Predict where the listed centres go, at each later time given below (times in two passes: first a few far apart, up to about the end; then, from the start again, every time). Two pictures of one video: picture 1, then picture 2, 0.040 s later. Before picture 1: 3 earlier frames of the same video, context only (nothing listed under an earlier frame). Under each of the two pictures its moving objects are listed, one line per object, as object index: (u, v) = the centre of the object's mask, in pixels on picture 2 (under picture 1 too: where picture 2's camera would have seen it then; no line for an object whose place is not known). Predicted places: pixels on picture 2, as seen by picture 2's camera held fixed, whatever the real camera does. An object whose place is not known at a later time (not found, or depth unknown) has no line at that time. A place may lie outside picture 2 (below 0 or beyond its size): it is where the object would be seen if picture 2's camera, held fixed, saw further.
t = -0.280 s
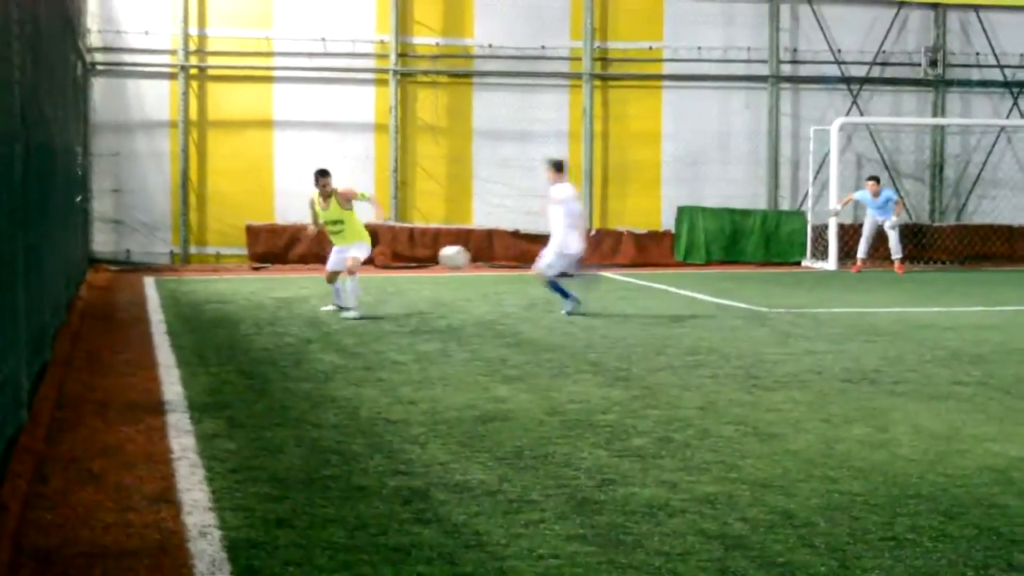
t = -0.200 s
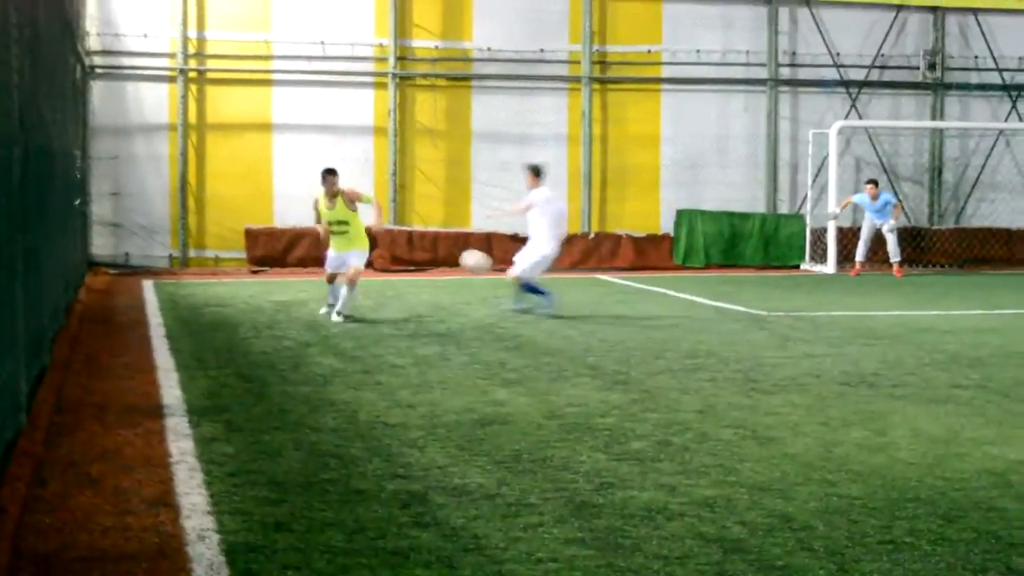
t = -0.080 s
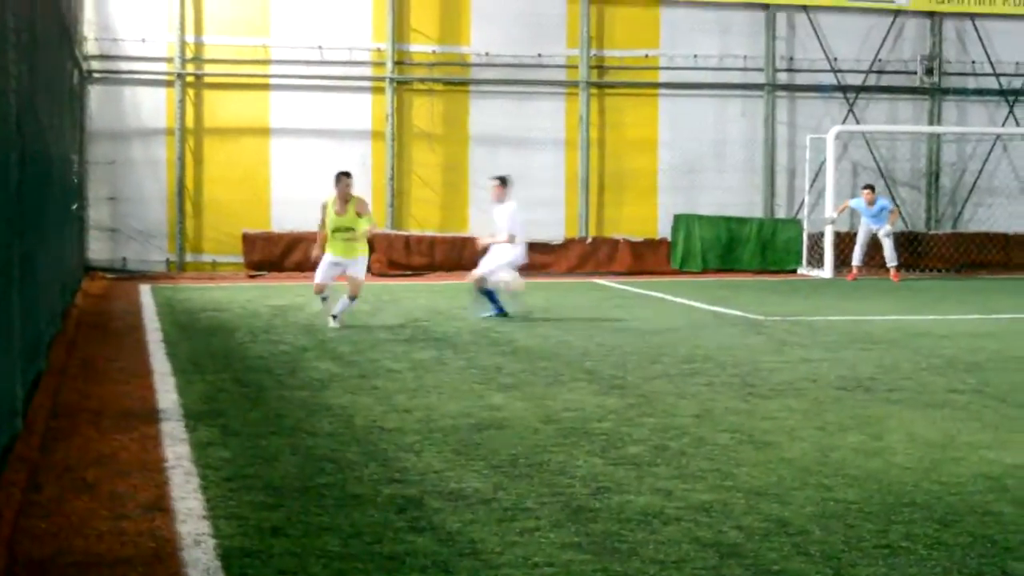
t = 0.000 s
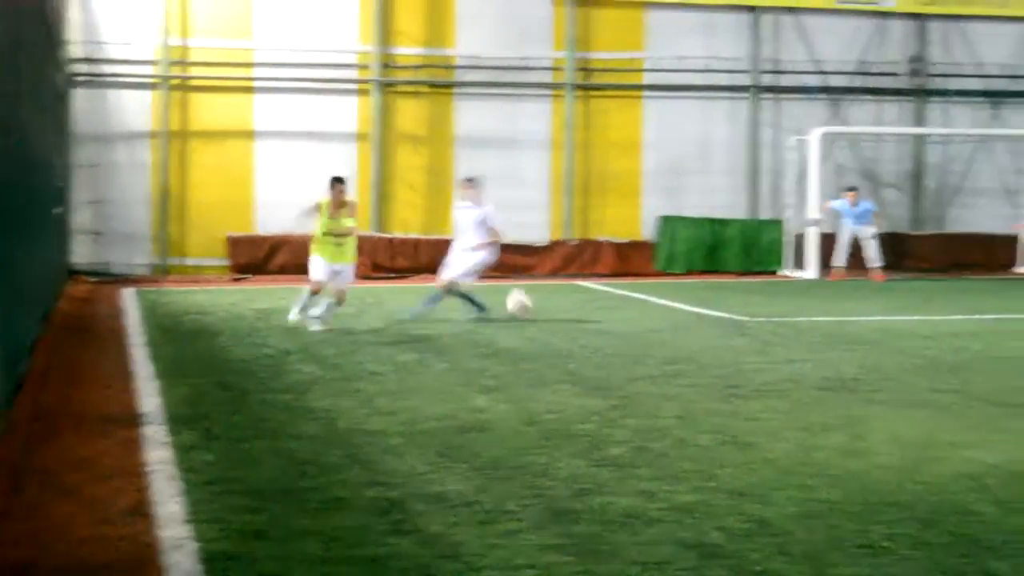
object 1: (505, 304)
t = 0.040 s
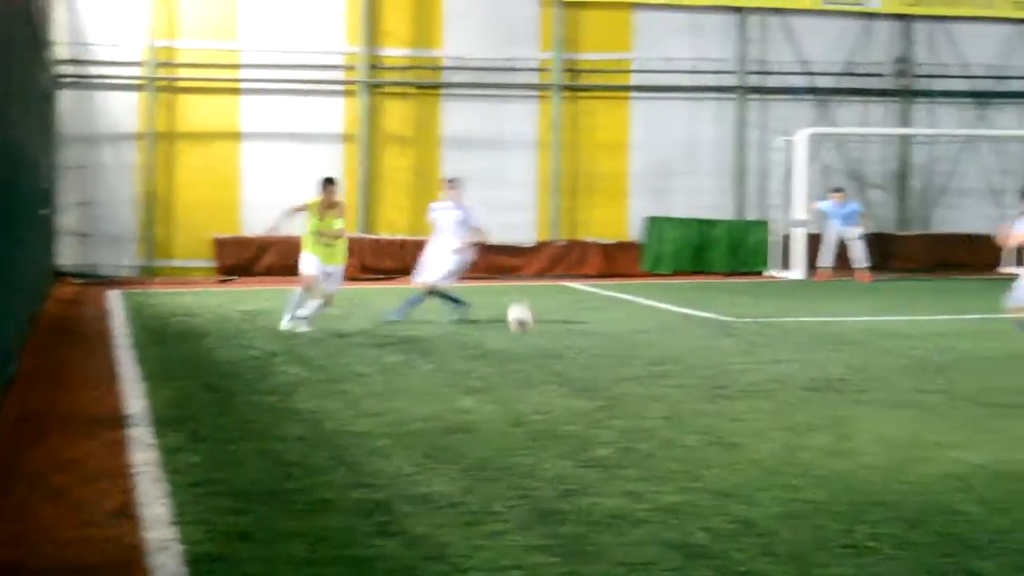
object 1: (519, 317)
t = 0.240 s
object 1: (568, 325)
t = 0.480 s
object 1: (616, 335)
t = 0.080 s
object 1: (533, 329)
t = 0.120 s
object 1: (545, 343)
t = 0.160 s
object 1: (551, 334)
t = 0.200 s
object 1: (561, 329)
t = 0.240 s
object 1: (568, 325)
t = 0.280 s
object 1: (576, 322)
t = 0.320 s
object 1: (583, 320)
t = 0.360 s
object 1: (592, 321)
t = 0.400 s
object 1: (599, 324)
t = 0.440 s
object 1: (608, 329)
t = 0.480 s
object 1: (616, 335)
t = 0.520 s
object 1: (625, 342)
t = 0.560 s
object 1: (634, 348)
